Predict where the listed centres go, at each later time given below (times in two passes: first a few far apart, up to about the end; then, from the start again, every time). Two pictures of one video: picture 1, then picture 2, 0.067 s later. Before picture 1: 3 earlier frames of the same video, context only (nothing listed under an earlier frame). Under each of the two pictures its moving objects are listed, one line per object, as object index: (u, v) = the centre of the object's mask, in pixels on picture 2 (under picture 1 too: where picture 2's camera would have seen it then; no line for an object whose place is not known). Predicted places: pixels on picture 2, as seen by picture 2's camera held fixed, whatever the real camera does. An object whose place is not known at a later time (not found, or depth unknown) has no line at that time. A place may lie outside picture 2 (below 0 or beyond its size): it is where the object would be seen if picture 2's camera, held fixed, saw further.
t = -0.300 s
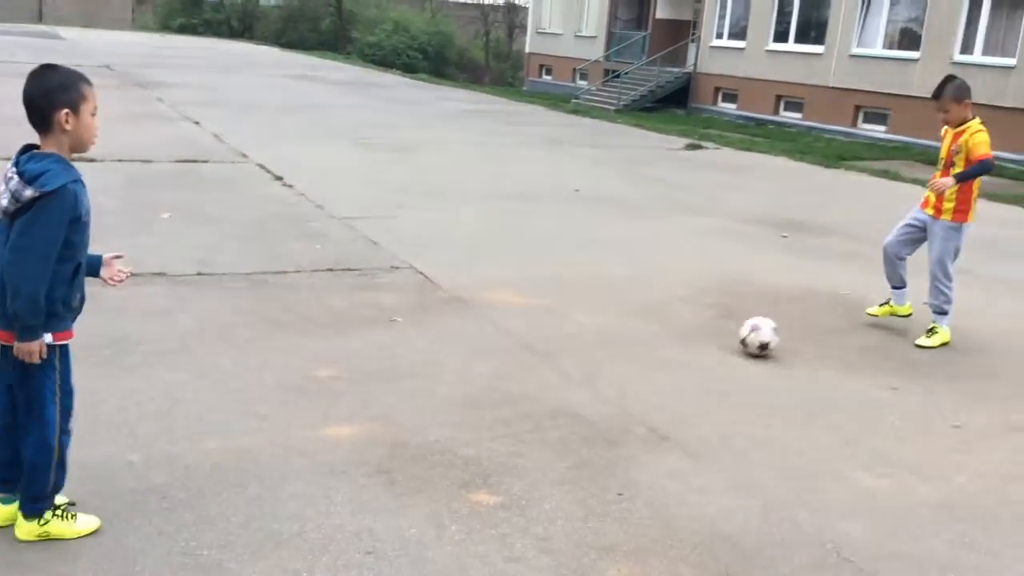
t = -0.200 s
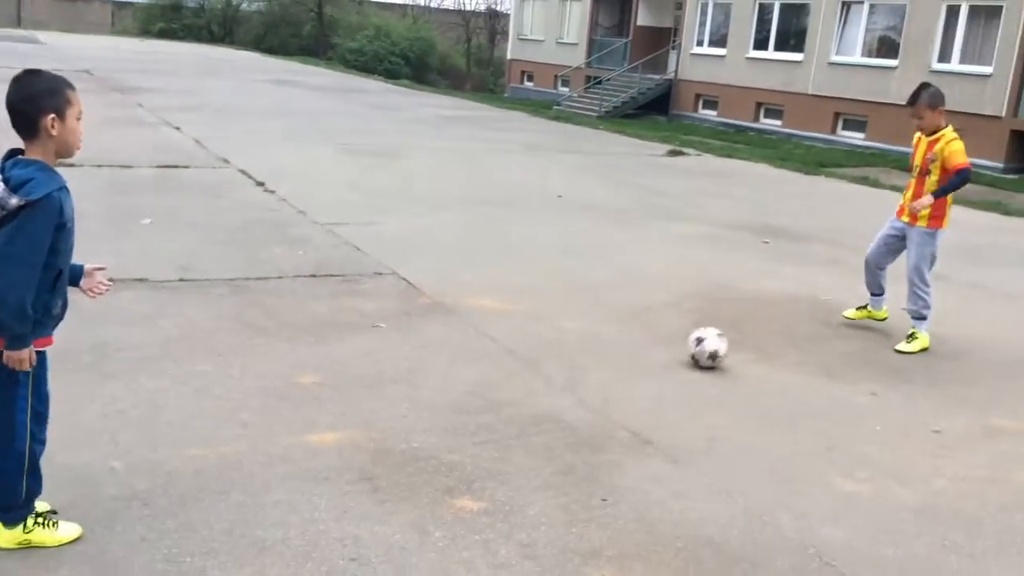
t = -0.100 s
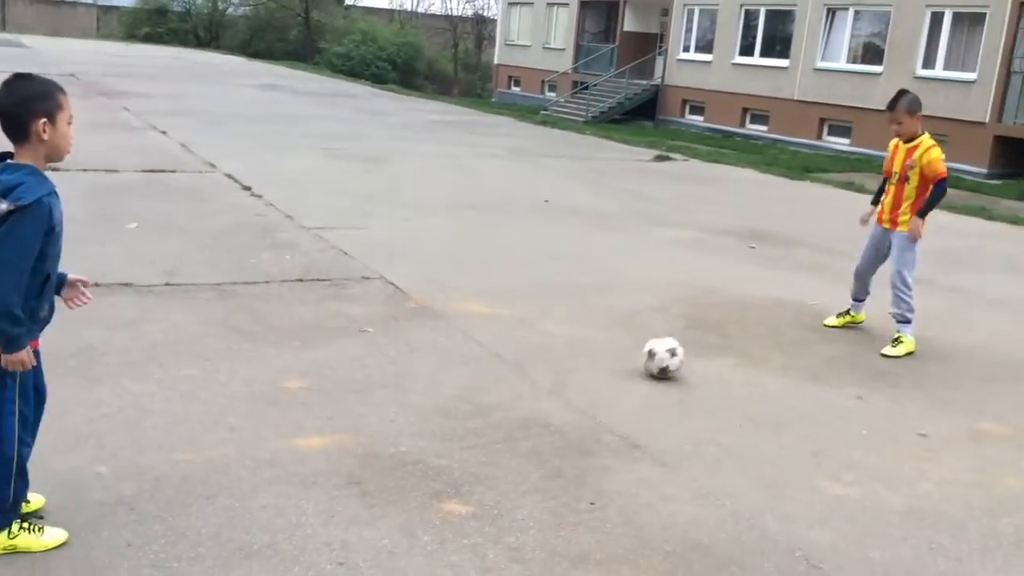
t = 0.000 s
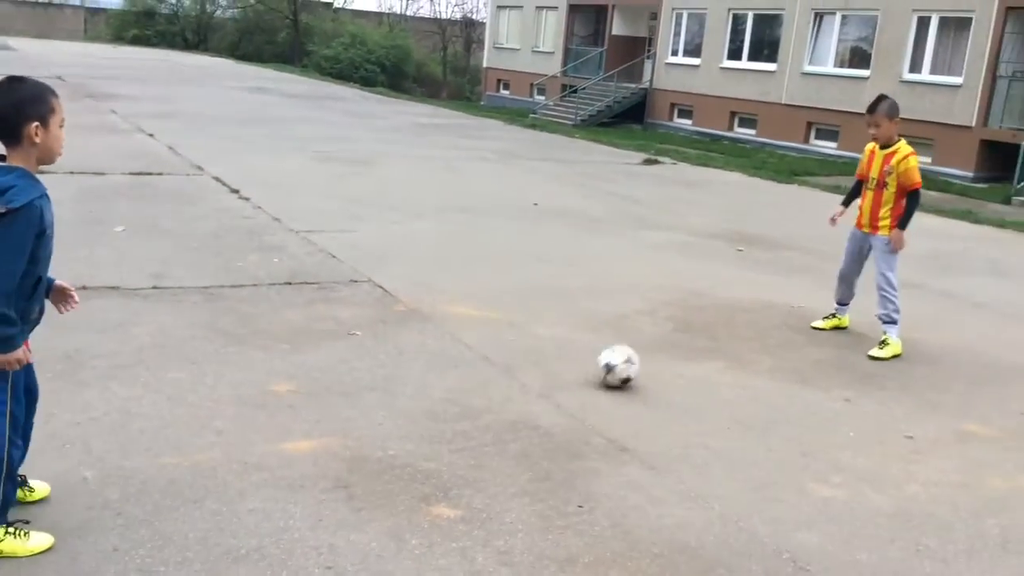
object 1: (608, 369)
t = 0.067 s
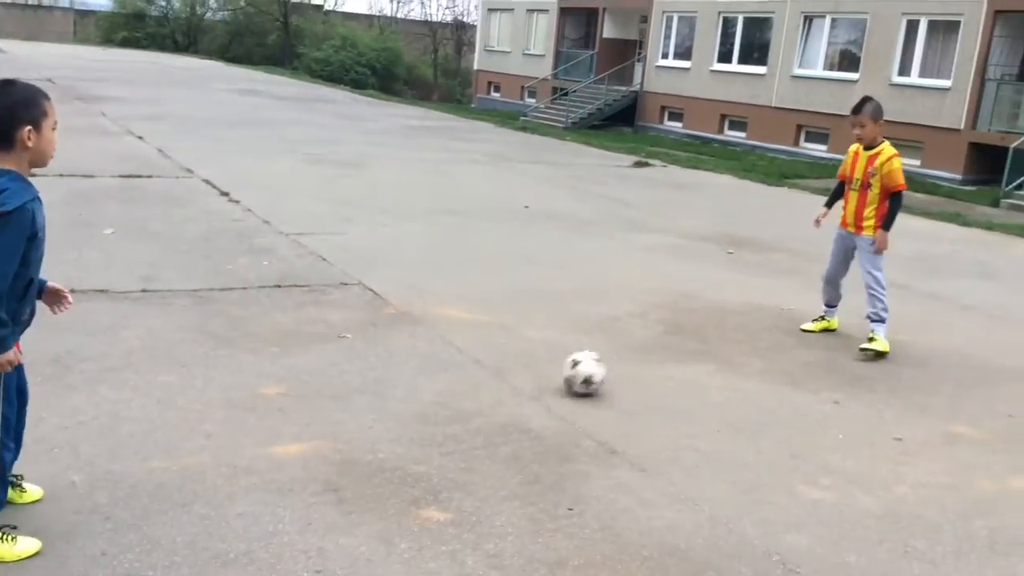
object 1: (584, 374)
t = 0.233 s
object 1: (524, 384)
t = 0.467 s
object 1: (429, 402)
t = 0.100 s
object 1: (572, 376)
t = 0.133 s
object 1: (560, 377)
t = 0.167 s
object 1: (548, 380)
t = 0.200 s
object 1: (536, 382)
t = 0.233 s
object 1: (524, 384)
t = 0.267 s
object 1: (511, 386)
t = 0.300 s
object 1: (498, 390)
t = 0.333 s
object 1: (484, 392)
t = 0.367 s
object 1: (471, 395)
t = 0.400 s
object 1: (456, 397)
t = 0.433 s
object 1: (443, 400)
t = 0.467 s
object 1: (429, 402)
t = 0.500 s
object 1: (417, 404)
